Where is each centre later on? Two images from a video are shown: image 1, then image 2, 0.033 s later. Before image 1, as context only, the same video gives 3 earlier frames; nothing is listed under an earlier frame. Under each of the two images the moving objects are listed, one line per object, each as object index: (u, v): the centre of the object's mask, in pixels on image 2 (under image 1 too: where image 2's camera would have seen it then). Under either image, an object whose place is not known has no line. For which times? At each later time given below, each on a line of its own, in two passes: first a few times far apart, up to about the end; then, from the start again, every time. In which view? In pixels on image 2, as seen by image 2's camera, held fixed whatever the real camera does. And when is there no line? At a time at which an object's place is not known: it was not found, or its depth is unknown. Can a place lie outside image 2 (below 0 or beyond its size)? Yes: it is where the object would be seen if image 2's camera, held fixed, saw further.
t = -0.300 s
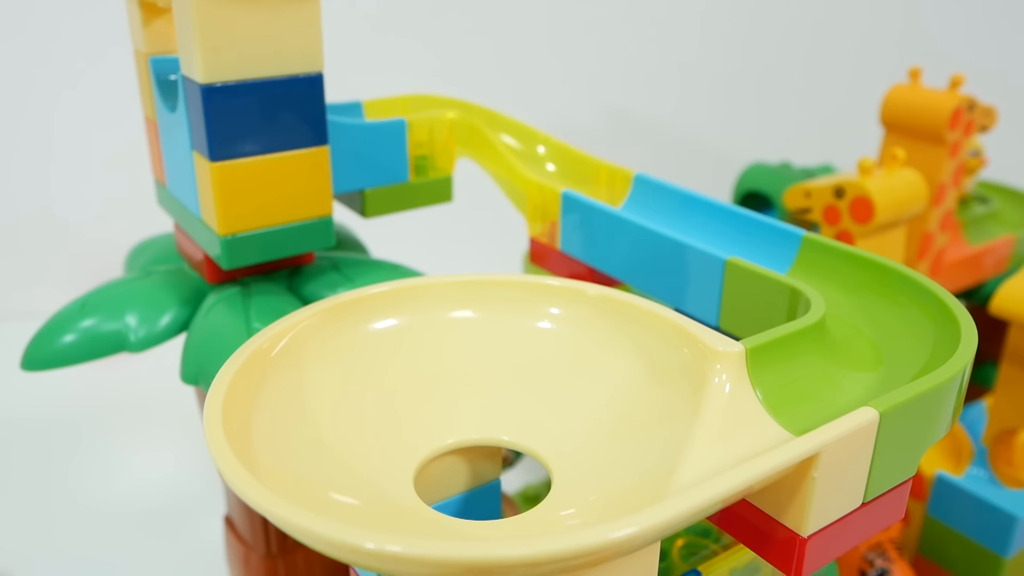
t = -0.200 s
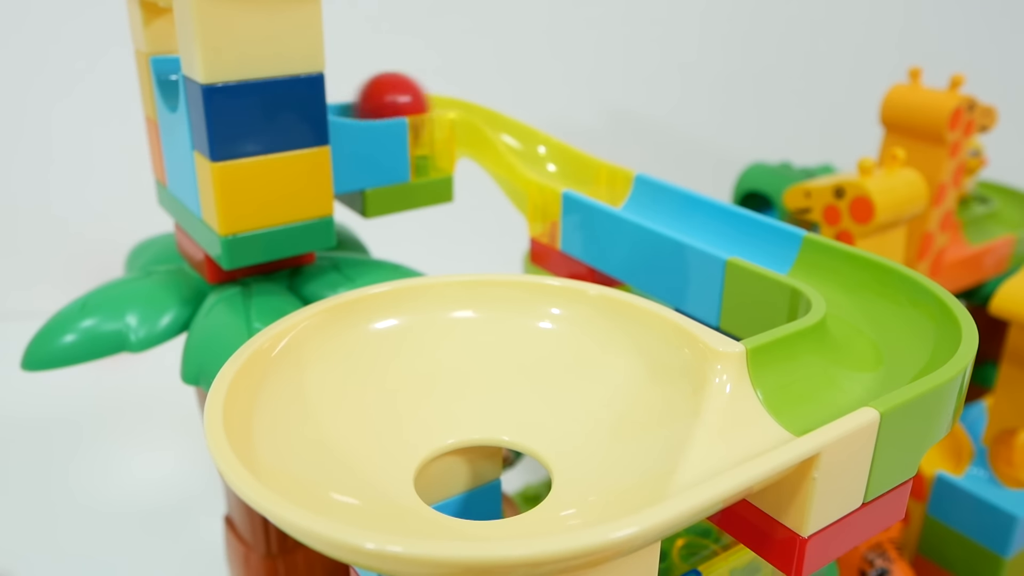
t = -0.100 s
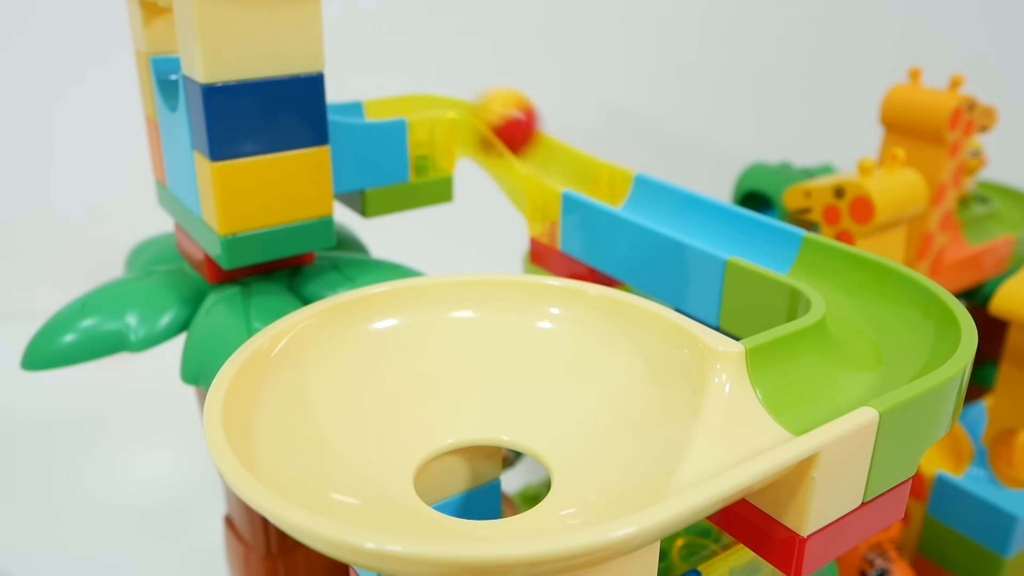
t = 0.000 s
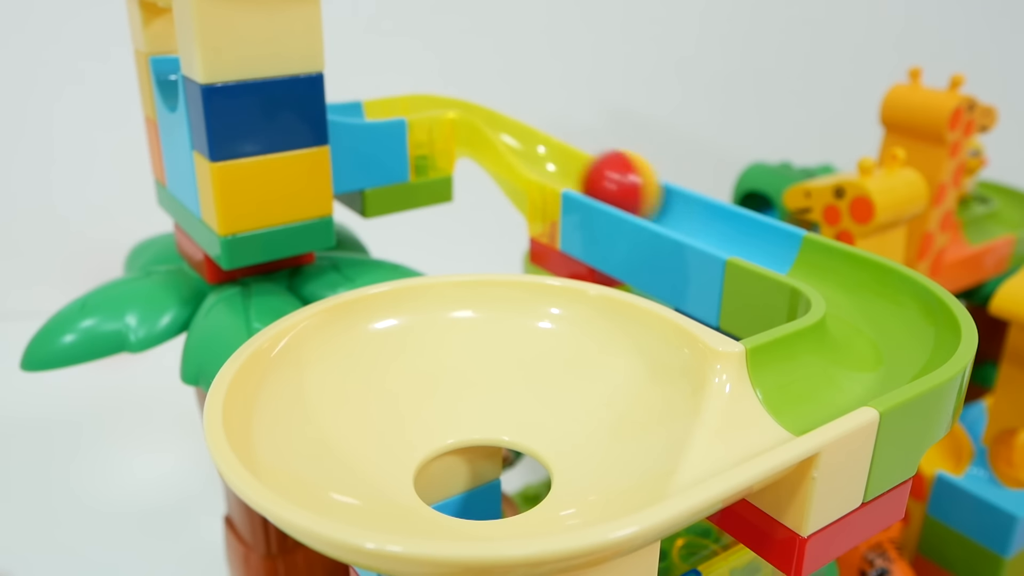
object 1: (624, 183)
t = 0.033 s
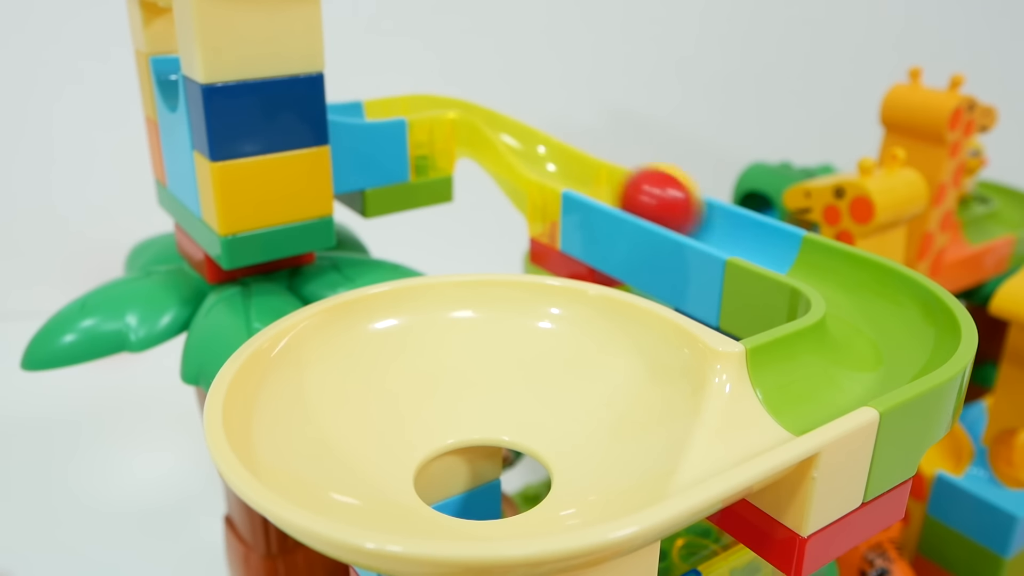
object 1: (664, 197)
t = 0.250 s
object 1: (883, 337)
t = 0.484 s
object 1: (554, 470)
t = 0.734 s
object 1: (412, 336)
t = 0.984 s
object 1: (597, 455)
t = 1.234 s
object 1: (377, 349)
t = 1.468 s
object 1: (609, 426)
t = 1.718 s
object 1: (372, 412)
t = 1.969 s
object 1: (579, 383)
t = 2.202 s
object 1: (395, 462)
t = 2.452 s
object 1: (533, 348)
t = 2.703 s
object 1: (451, 473)
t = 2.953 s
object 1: (466, 362)
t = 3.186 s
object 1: (559, 453)
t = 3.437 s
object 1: (385, 387)
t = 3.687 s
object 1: (594, 418)
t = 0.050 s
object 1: (685, 205)
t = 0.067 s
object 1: (707, 213)
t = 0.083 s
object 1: (730, 221)
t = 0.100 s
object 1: (751, 229)
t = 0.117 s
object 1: (777, 238)
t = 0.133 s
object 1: (803, 247)
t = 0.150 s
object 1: (830, 260)
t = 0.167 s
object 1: (855, 275)
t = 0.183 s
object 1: (876, 287)
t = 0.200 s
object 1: (888, 304)
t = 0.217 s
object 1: (896, 317)
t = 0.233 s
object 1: (894, 327)
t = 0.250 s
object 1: (883, 337)
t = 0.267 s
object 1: (869, 346)
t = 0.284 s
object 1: (847, 355)
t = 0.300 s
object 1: (825, 364)
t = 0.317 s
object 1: (809, 371)
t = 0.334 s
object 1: (790, 379)
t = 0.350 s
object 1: (770, 387)
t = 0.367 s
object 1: (749, 396)
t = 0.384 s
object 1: (728, 405)
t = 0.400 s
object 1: (703, 415)
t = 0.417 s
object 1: (680, 426)
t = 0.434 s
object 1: (654, 435)
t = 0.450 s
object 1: (626, 447)
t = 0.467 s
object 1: (594, 459)
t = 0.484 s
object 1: (554, 470)
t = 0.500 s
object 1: (515, 476)
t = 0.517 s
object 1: (475, 477)
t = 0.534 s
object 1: (433, 472)
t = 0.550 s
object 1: (398, 465)
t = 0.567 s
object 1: (363, 450)
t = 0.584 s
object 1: (338, 433)
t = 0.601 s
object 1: (321, 414)
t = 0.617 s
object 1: (308, 393)
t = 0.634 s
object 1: (304, 376)
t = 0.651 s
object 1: (307, 360)
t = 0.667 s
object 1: (319, 349)
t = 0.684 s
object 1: (337, 342)
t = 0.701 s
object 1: (360, 338)
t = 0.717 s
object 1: (385, 336)
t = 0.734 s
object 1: (412, 336)
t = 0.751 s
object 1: (441, 336)
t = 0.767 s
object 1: (468, 338)
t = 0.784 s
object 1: (494, 342)
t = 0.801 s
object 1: (520, 347)
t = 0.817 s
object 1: (545, 353)
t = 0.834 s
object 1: (569, 359)
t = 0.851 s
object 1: (591, 368)
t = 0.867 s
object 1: (609, 377)
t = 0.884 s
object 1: (624, 387)
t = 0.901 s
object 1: (634, 398)
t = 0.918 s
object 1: (638, 409)
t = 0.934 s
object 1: (637, 421)
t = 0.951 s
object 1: (630, 433)
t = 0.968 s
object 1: (617, 444)
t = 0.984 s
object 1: (597, 455)
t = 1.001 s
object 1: (571, 464)
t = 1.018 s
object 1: (542, 470)
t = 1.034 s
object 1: (511, 473)
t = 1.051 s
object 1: (480, 475)
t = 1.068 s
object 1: (449, 473)
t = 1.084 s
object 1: (422, 468)
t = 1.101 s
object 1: (396, 459)
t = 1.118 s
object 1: (375, 446)
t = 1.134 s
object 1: (361, 432)
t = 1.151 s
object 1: (352, 417)
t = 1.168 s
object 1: (349, 401)
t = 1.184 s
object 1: (350, 386)
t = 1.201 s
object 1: (355, 371)
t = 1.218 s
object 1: (364, 359)
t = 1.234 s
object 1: (377, 349)
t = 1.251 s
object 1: (392, 340)
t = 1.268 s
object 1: (409, 335)
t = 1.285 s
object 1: (428, 333)
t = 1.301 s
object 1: (448, 332)
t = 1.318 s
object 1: (469, 334)
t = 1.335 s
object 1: (491, 339)
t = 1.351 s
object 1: (512, 345)
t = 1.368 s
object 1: (533, 354)
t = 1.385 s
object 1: (554, 364)
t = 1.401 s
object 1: (572, 376)
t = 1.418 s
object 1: (587, 388)
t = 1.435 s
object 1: (599, 401)
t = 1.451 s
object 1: (606, 413)
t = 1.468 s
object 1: (609, 426)
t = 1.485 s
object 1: (607, 437)
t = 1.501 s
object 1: (600, 447)
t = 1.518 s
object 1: (587, 455)
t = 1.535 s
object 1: (568, 463)
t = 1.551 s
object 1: (545, 469)
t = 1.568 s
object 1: (521, 473)
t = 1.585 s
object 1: (494, 476)
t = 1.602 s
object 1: (471, 476)
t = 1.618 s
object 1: (446, 474)
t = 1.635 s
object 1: (425, 471)
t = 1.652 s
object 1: (405, 464)
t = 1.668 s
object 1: (390, 454)
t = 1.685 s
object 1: (379, 441)
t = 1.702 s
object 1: (373, 427)
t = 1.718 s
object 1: (372, 412)
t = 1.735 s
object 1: (374, 398)
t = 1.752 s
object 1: (380, 384)
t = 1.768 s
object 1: (389, 371)
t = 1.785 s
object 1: (401, 359)
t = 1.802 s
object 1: (414, 349)
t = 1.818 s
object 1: (430, 341)
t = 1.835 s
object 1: (446, 337)
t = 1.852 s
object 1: (464, 334)
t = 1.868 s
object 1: (483, 334)
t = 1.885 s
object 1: (501, 337)
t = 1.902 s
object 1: (519, 342)
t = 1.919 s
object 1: (538, 350)
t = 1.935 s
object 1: (554, 359)
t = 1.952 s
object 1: (568, 371)
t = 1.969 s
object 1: (579, 383)
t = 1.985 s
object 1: (588, 396)
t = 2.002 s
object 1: (591, 409)
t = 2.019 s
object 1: (590, 423)
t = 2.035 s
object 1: (585, 436)
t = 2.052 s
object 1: (576, 449)
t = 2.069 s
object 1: (560, 459)
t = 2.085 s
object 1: (541, 466)
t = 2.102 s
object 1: (520, 471)
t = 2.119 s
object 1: (496, 475)
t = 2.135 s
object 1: (475, 476)
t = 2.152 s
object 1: (452, 476)
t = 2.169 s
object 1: (431, 473)
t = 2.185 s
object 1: (412, 469)
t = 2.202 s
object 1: (395, 462)
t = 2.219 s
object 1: (382, 454)
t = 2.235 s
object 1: (374, 443)
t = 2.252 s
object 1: (371, 432)
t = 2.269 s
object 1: (372, 421)
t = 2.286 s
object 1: (377, 408)
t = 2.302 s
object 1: (384, 396)
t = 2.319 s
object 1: (394, 386)
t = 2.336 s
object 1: (407, 377)
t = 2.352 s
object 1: (423, 367)
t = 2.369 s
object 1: (440, 358)
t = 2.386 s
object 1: (457, 352)
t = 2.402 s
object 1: (475, 348)
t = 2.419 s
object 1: (495, 345)
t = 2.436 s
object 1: (514, 346)
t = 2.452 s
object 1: (533, 348)
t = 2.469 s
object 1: (549, 353)
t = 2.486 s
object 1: (564, 359)
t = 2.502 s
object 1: (576, 368)
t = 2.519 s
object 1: (586, 378)
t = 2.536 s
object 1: (591, 389)
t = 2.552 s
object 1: (594, 400)
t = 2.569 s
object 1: (593, 413)
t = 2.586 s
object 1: (587, 427)
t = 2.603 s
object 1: (576, 439)
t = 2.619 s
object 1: (560, 452)
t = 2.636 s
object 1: (540, 462)
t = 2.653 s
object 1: (520, 468)
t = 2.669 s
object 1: (497, 472)
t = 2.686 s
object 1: (475, 473)
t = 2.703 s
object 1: (451, 473)
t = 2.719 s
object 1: (429, 470)
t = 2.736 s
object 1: (411, 466)
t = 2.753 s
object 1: (393, 459)
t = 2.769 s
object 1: (379, 451)
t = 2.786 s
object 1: (370, 441)
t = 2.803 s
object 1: (365, 431)
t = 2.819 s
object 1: (365, 421)
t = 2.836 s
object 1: (368, 411)
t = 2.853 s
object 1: (375, 401)
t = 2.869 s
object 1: (384, 393)
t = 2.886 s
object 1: (396, 385)
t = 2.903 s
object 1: (411, 378)
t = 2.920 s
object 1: (428, 372)
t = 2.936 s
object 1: (446, 367)
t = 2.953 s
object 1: (466, 362)
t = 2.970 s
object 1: (487, 360)
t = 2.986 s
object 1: (507, 360)
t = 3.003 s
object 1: (527, 361)
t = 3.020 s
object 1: (545, 364)
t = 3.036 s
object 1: (562, 369)
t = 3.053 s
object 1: (576, 375)
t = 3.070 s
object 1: (586, 380)
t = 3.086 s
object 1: (594, 389)
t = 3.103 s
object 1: (598, 398)
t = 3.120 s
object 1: (599, 408)
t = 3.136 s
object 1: (596, 419)
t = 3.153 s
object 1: (588, 430)
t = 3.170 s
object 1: (576, 442)
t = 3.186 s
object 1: (559, 453)
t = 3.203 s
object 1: (540, 461)
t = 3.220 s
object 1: (520, 467)
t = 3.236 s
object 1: (496, 470)
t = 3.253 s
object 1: (475, 470)
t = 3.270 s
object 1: (452, 469)
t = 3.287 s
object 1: (432, 465)
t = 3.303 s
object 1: (412, 460)
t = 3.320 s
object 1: (396, 451)
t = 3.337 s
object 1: (383, 441)
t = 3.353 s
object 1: (374, 432)
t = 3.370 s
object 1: (369, 422)
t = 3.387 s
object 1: (369, 412)
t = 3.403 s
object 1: (372, 402)
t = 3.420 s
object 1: (377, 393)
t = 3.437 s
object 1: (385, 387)
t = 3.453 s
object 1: (396, 381)
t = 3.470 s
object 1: (410, 375)
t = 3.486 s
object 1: (426, 371)
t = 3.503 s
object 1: (443, 368)
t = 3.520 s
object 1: (461, 367)
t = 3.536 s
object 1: (482, 367)
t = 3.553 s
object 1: (502, 369)
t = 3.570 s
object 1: (521, 372)
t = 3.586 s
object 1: (539, 377)
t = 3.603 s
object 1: (555, 382)
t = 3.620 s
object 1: (569, 388)
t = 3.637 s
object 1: (580, 394)
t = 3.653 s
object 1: (589, 402)
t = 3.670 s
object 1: (593, 409)
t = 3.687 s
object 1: (594, 418)
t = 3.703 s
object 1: (591, 427)
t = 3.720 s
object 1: (584, 436)
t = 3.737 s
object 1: (572, 446)
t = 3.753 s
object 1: (557, 455)
